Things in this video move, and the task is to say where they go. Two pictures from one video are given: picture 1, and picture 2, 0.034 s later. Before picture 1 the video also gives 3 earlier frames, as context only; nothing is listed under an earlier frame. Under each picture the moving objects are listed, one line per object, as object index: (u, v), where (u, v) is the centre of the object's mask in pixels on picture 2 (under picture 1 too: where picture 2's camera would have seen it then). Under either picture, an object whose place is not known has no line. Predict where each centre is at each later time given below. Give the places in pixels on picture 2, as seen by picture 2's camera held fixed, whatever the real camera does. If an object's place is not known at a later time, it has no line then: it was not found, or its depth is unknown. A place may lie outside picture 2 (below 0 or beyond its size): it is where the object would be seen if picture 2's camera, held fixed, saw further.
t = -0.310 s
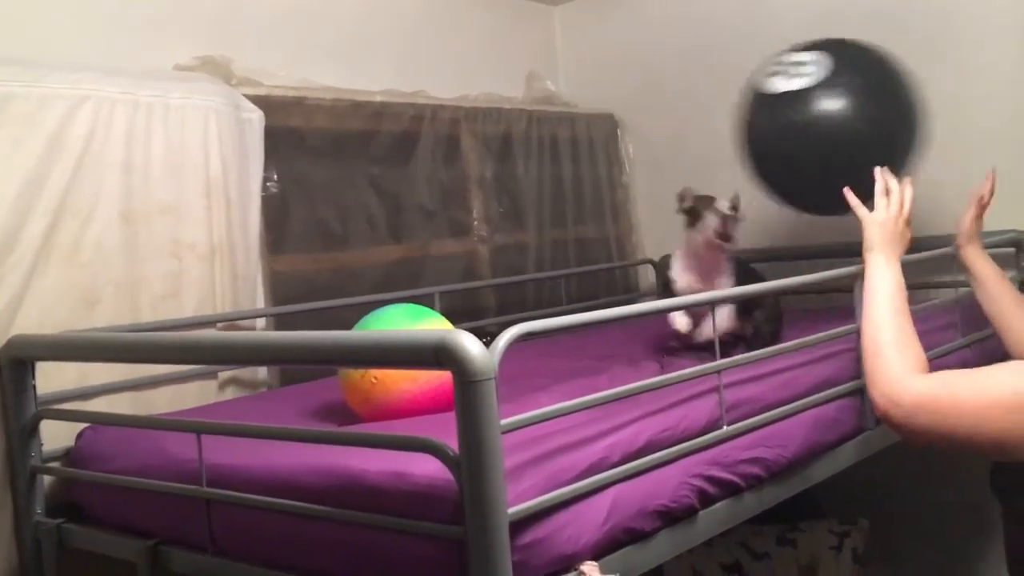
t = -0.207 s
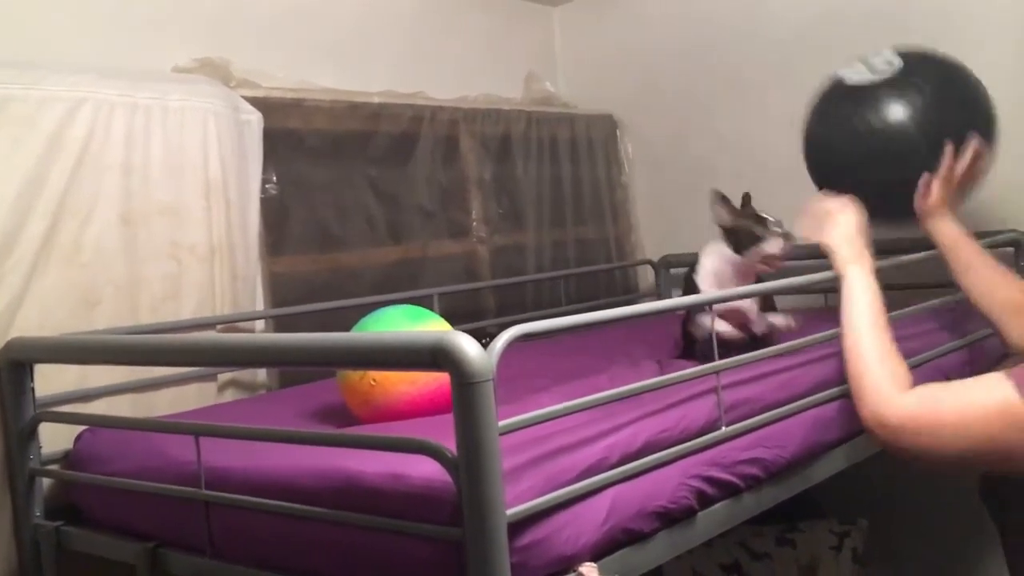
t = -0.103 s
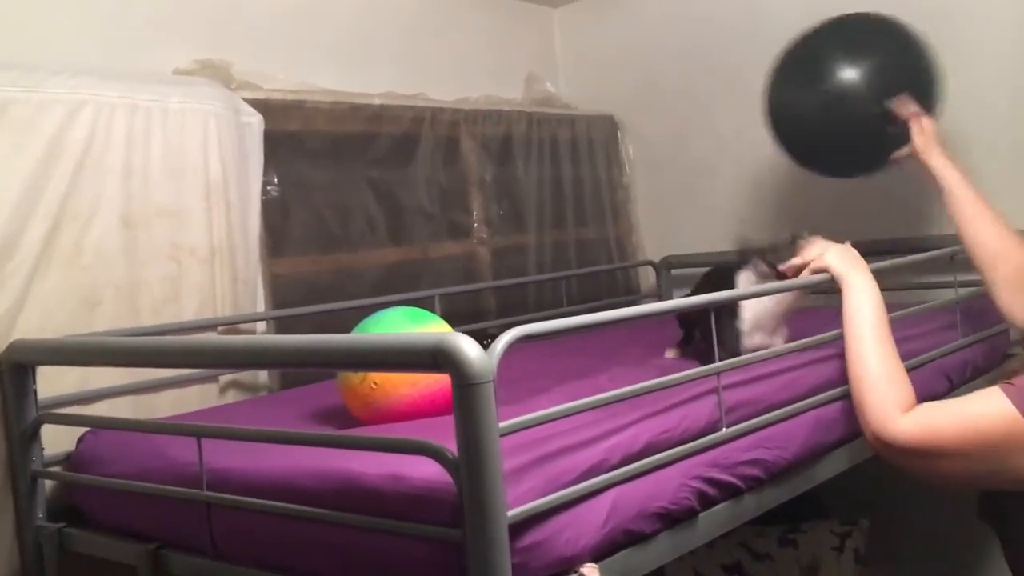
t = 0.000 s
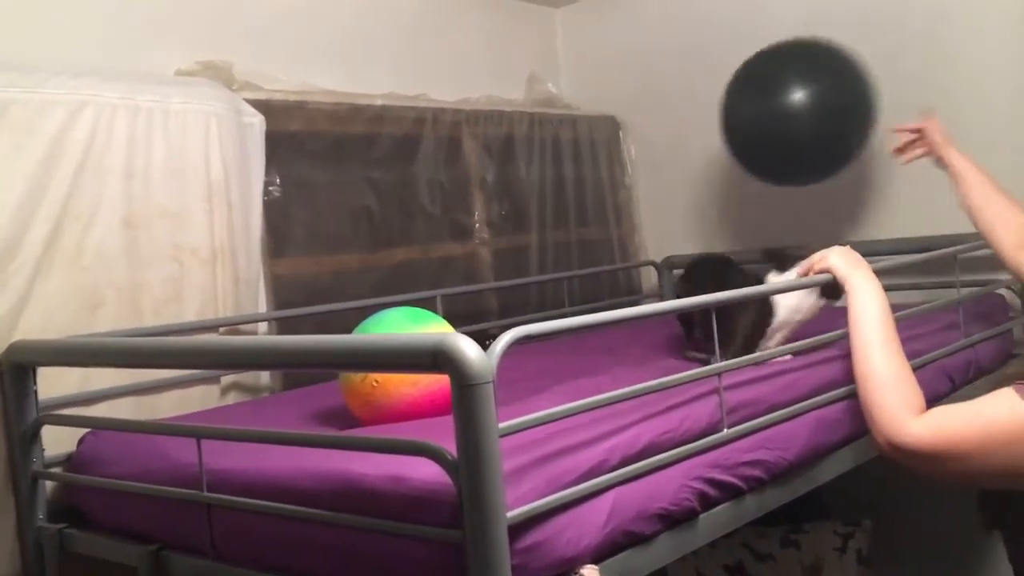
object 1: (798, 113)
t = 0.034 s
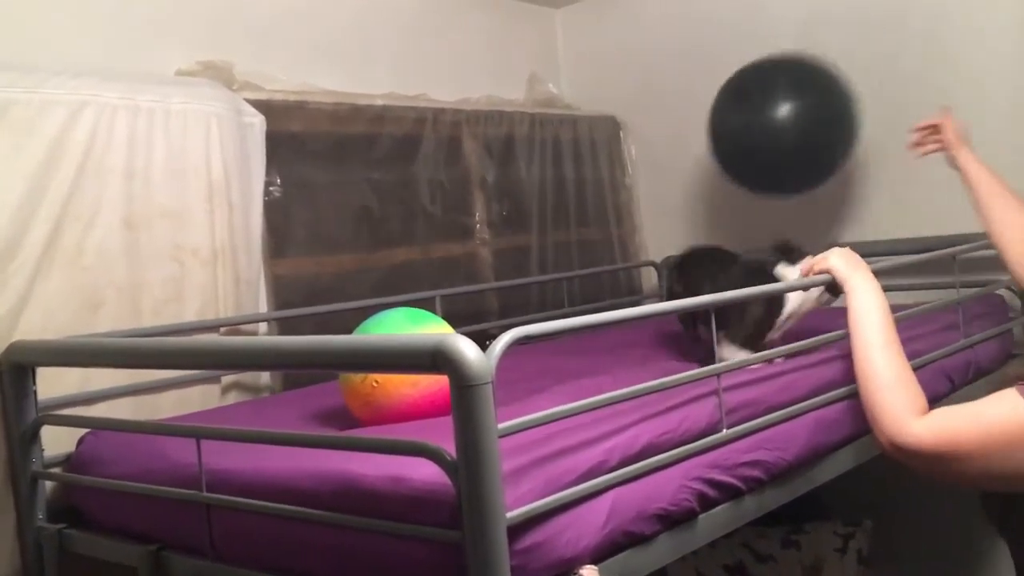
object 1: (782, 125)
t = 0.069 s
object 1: (755, 160)
